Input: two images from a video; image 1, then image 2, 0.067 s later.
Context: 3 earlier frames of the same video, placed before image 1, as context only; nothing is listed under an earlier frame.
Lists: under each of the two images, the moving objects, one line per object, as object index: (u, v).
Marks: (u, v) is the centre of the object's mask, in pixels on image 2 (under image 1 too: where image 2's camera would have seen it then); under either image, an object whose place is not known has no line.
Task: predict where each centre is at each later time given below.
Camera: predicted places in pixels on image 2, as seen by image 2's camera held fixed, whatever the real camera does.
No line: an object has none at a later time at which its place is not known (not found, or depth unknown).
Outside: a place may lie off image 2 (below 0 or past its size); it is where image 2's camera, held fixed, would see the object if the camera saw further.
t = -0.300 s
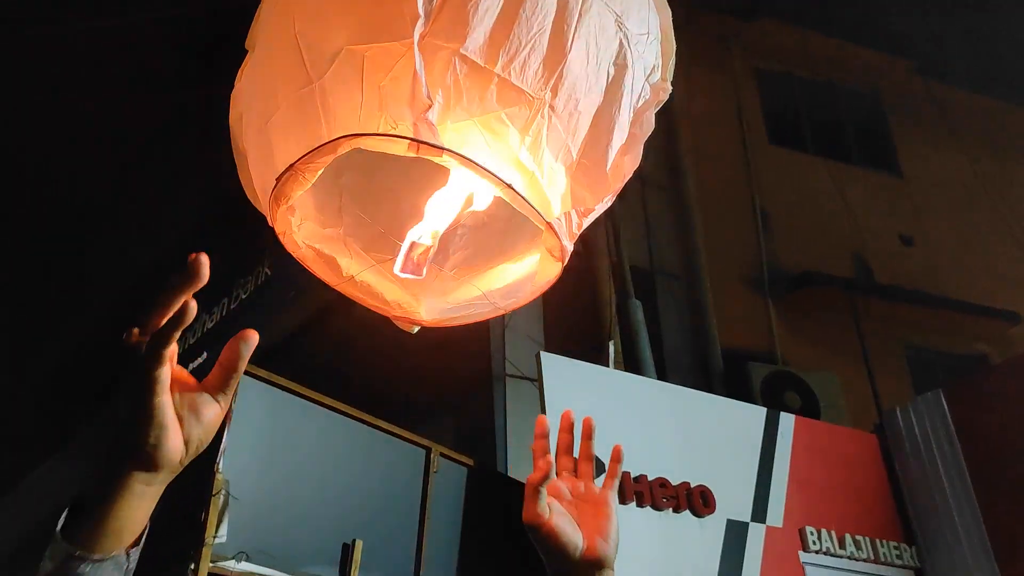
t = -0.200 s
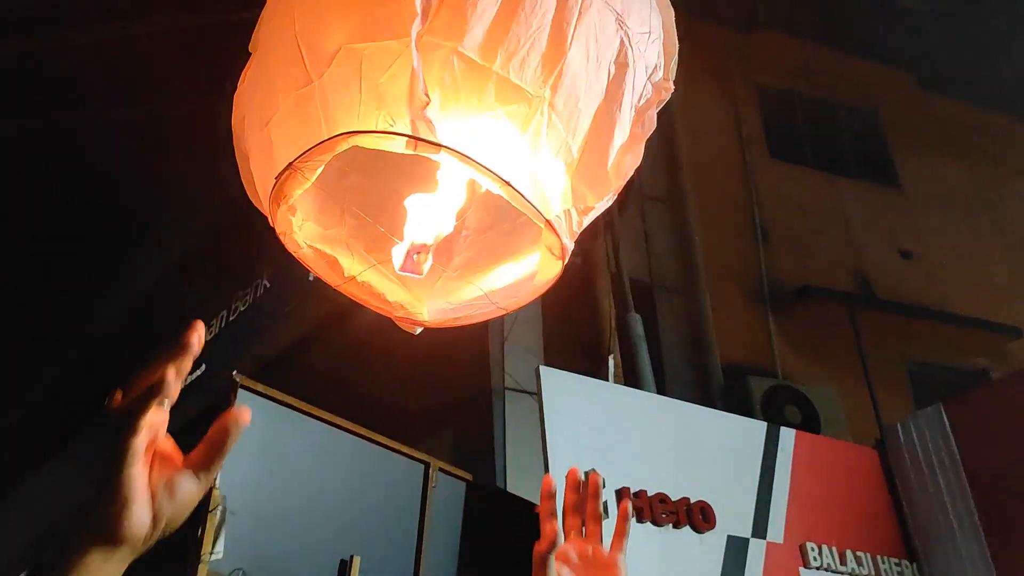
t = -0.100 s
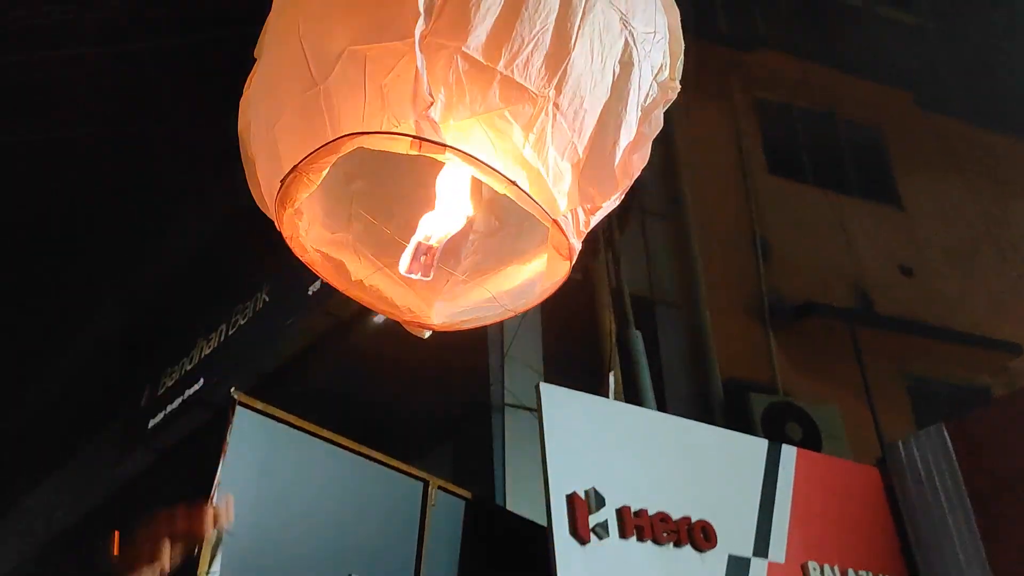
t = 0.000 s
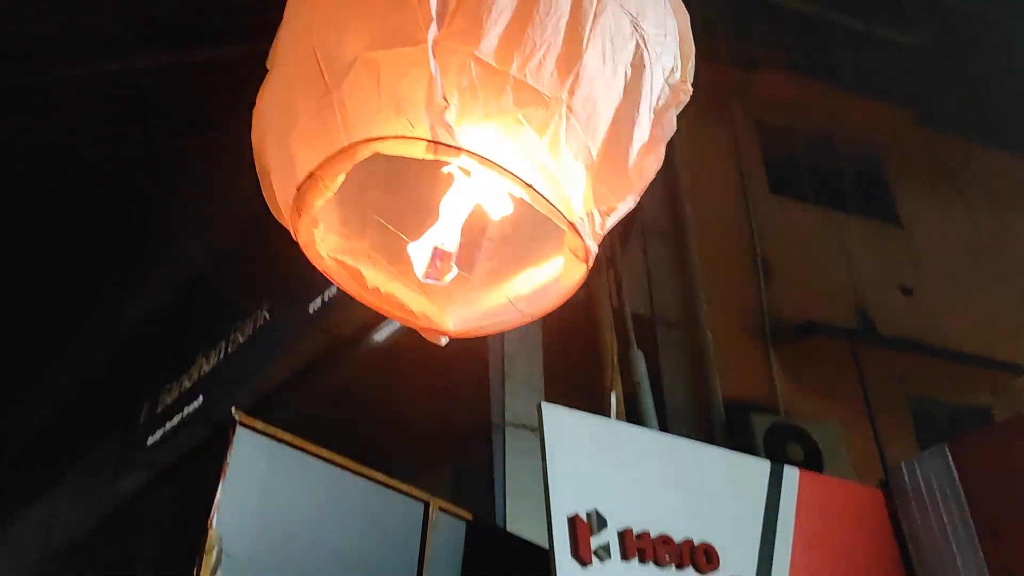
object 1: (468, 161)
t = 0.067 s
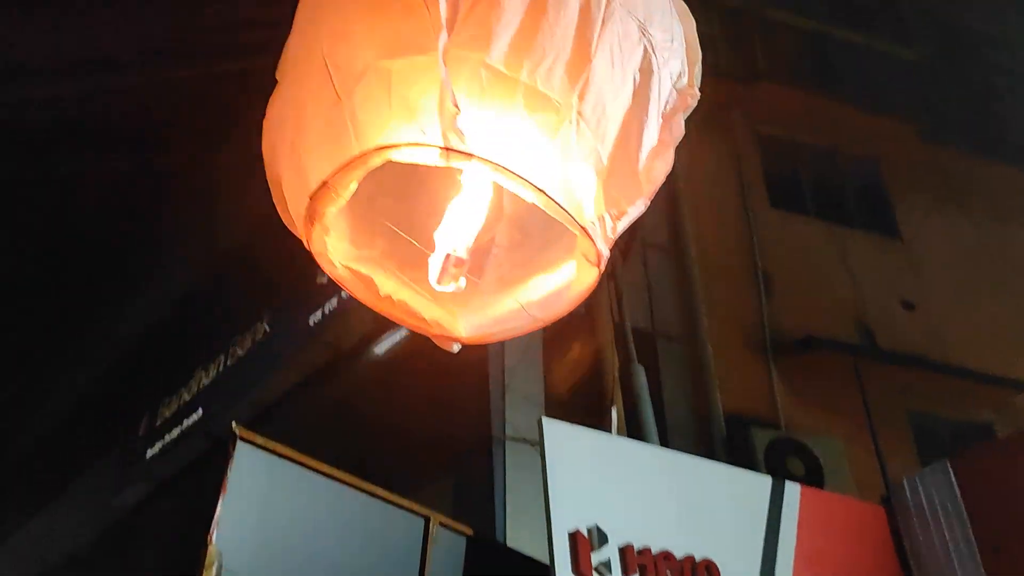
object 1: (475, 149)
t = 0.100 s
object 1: (479, 143)
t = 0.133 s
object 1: (482, 137)
